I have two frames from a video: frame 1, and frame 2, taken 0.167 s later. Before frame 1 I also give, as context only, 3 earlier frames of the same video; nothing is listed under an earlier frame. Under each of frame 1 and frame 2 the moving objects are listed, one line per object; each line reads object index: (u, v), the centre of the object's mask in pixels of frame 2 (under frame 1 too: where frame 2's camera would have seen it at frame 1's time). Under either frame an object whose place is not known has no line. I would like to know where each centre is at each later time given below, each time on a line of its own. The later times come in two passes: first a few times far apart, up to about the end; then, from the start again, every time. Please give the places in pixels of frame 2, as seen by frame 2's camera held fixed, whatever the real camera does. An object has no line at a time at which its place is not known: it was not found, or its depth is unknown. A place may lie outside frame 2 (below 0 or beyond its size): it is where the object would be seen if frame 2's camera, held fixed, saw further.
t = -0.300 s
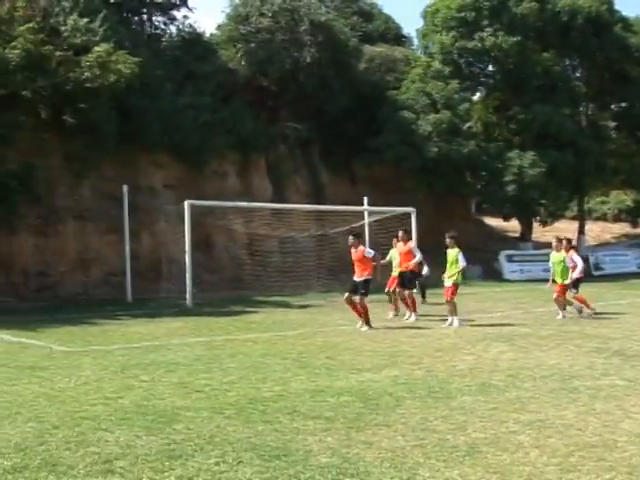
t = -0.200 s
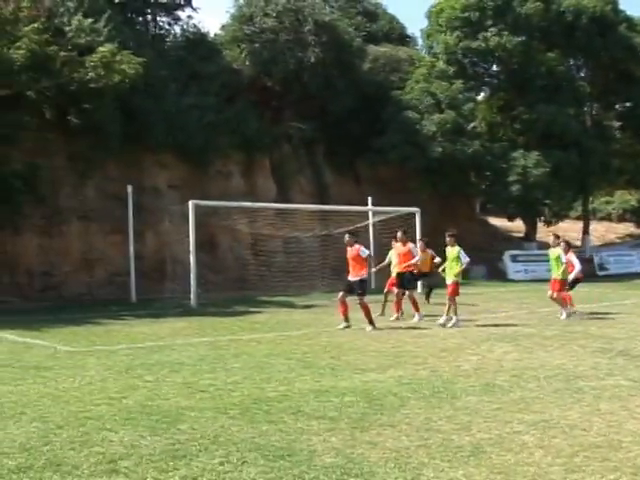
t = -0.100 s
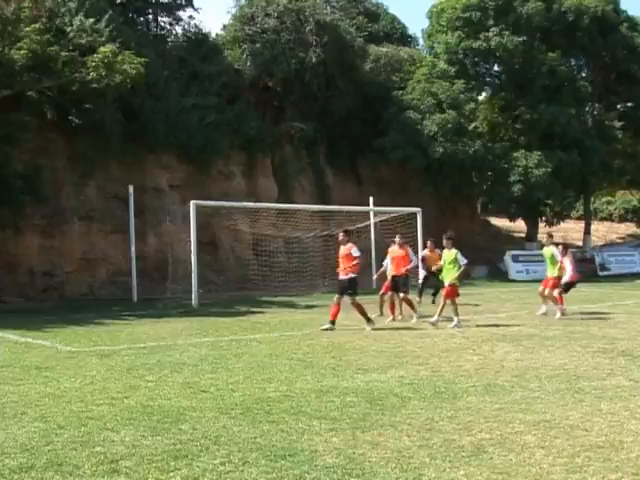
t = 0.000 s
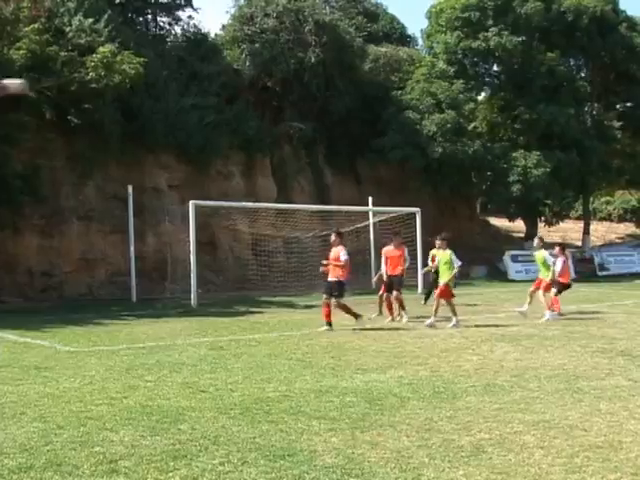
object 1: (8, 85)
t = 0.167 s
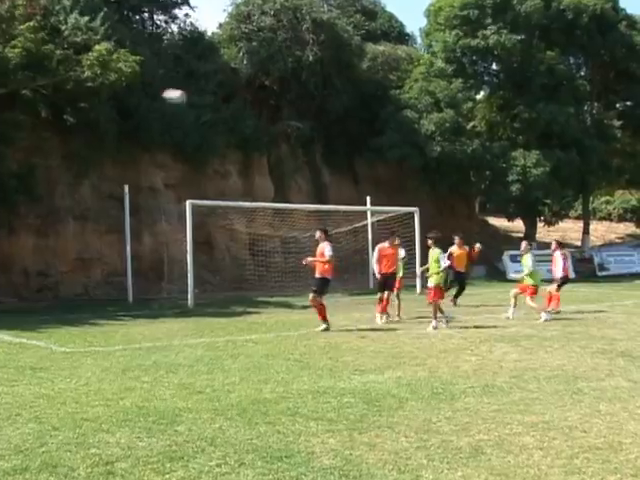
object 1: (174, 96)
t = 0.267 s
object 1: (254, 107)
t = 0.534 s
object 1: (428, 155)
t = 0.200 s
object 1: (203, 99)
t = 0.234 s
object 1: (230, 103)
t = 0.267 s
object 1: (254, 107)
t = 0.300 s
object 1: (279, 112)
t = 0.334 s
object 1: (304, 117)
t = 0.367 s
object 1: (327, 122)
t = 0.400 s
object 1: (350, 129)
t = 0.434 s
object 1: (371, 135)
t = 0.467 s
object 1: (389, 141)
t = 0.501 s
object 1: (409, 149)
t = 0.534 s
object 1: (428, 155)
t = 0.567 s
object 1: (446, 163)
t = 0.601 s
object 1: (463, 171)
